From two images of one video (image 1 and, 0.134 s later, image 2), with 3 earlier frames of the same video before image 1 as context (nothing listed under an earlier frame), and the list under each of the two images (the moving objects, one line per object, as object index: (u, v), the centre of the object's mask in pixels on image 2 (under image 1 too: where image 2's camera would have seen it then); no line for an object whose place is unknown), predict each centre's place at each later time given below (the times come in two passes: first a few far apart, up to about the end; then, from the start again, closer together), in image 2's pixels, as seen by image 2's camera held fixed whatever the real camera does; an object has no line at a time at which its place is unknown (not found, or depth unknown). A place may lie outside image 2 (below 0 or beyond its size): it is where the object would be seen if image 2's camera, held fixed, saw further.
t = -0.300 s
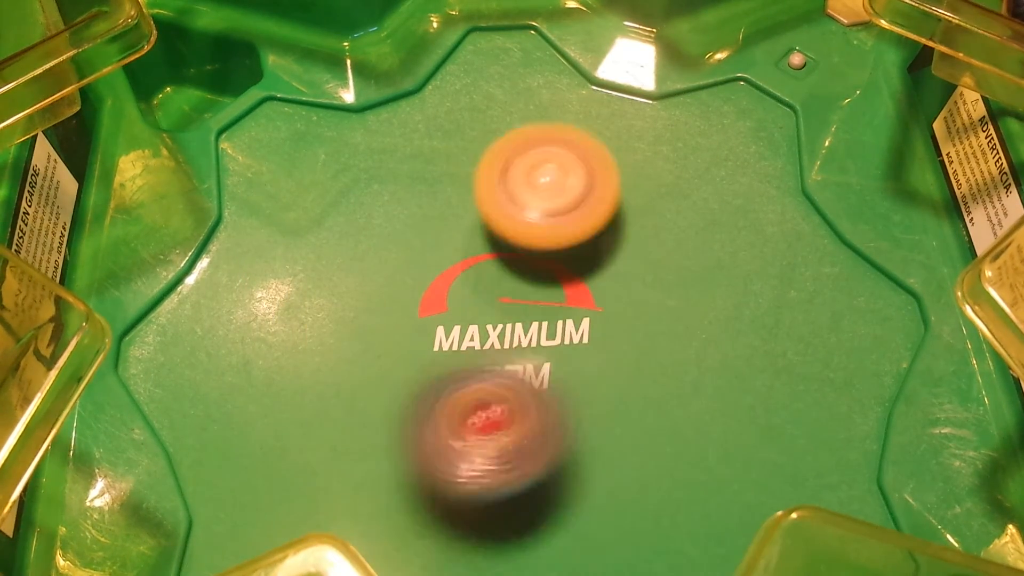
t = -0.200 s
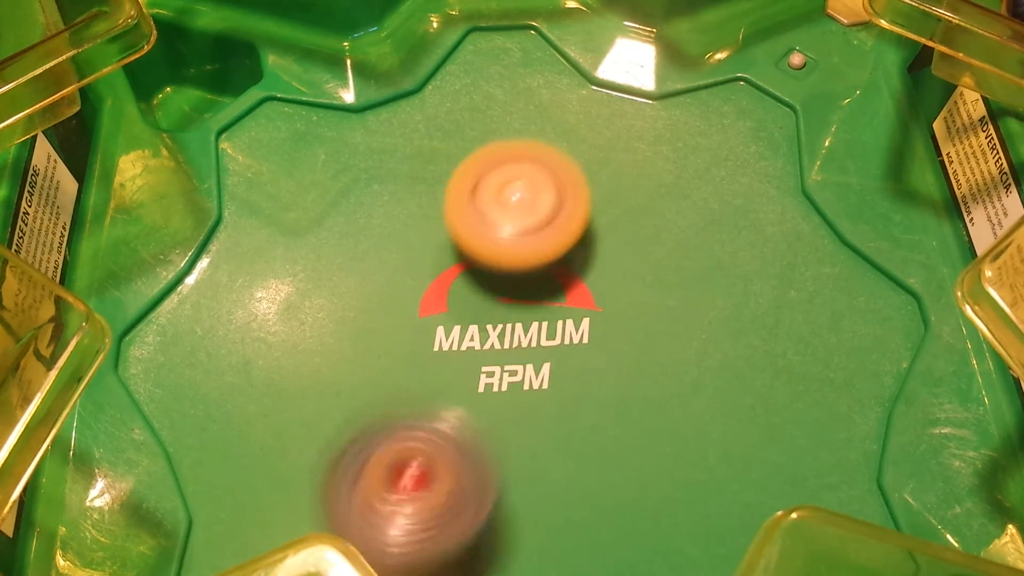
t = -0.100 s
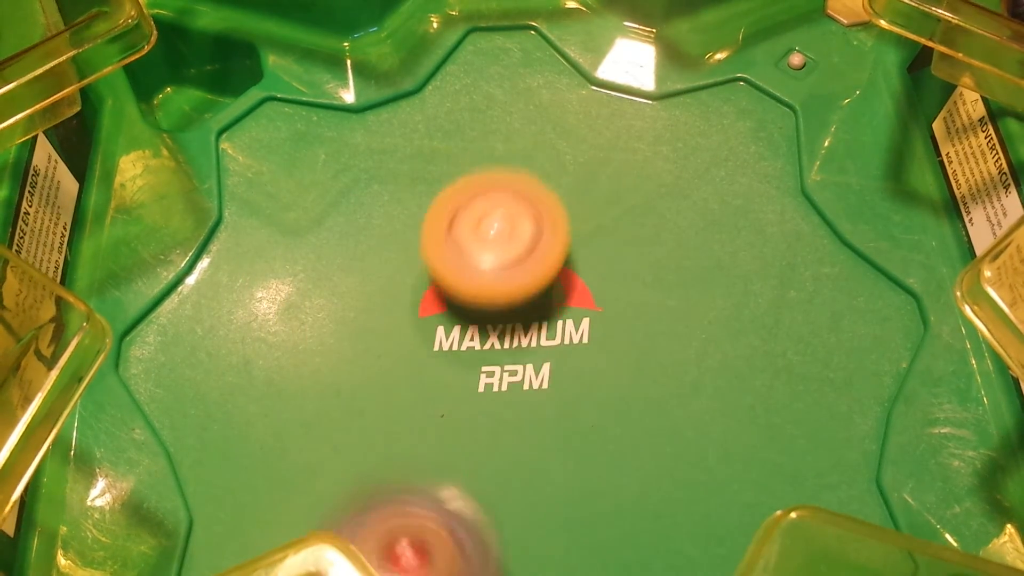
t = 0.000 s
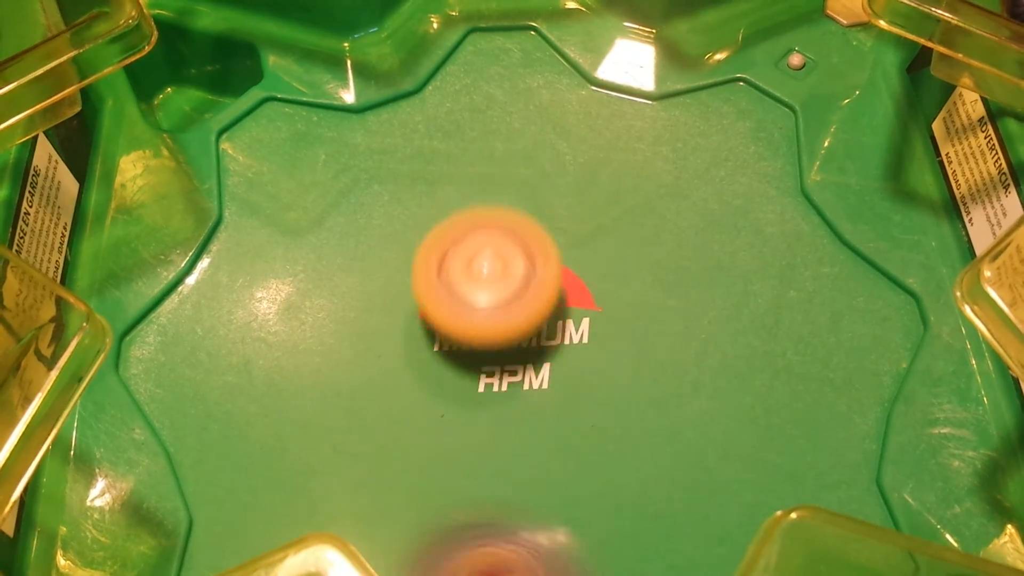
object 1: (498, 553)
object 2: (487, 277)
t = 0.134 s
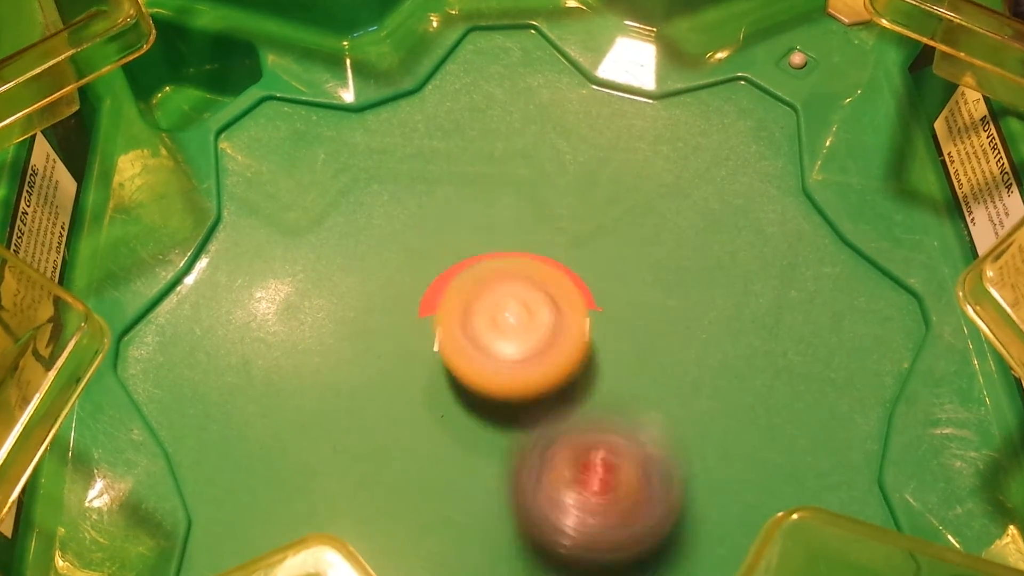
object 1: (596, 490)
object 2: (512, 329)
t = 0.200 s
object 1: (607, 459)
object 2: (512, 289)
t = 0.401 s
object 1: (514, 364)
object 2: (477, 211)
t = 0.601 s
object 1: (369, 417)
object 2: (444, 237)
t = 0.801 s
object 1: (469, 488)
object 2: (458, 278)
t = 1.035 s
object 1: (585, 379)
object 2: (508, 252)
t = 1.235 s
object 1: (581, 362)
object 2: (505, 178)
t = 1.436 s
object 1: (621, 395)
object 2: (462, 121)
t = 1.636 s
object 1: (584, 353)
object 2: (447, 145)
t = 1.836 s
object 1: (505, 411)
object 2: (473, 213)
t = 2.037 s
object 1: (551, 452)
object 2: (547, 282)
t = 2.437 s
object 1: (553, 518)
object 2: (601, 221)
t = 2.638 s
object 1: (478, 456)
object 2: (582, 314)
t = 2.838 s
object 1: (390, 490)
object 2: (574, 411)
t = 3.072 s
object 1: (196, 487)
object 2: (837, 415)
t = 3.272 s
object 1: (297, 452)
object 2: (845, 309)
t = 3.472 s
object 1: (297, 325)
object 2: (753, 259)
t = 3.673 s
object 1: (276, 202)
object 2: (625, 256)
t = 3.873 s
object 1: (287, 117)
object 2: (493, 281)
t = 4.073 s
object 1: (370, 103)
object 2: (395, 320)
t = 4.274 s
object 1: (520, 132)
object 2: (335, 359)
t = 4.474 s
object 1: (664, 147)
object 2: (343, 388)
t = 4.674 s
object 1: (776, 170)
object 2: (406, 389)
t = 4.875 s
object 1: (827, 233)
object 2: (495, 364)
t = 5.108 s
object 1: (790, 370)
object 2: (589, 312)
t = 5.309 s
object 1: (720, 489)
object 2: (642, 276)
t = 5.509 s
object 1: (621, 544)
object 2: (659, 259)
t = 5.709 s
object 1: (510, 551)
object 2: (643, 268)
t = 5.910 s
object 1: (403, 516)
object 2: (604, 303)
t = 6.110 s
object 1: (318, 429)
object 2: (548, 352)
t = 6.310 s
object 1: (284, 321)
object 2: (493, 395)
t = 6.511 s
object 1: (299, 234)
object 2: (457, 414)
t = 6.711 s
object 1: (372, 179)
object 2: (444, 405)
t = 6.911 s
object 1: (480, 151)
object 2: (455, 377)
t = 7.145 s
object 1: (610, 149)
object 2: (487, 331)
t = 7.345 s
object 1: (696, 177)
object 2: (524, 292)
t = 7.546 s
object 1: (745, 253)
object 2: (562, 270)
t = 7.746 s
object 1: (757, 356)
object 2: (588, 264)
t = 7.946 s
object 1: (725, 448)
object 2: (605, 283)
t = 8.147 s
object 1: (634, 506)
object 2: (602, 314)
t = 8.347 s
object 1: (518, 513)
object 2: (579, 351)
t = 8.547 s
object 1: (408, 484)
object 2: (545, 380)
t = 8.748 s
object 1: (325, 416)
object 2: (515, 391)
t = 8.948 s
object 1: (300, 347)
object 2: (494, 379)
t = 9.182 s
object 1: (350, 252)
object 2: (488, 363)
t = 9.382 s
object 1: (378, 163)
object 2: (506, 363)
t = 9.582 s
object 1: (453, 120)
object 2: (536, 360)
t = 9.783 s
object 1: (552, 142)
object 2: (541, 357)
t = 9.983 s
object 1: (642, 210)
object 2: (558, 365)
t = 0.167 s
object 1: (600, 464)
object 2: (517, 330)
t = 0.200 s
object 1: (607, 459)
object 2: (512, 289)
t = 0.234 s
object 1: (607, 446)
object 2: (509, 257)
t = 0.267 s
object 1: (599, 428)
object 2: (504, 233)
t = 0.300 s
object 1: (586, 410)
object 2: (499, 219)
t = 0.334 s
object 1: (568, 393)
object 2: (493, 213)
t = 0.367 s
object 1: (543, 375)
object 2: (485, 211)
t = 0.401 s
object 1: (514, 364)
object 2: (477, 211)
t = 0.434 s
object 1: (482, 353)
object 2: (469, 213)
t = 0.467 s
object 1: (453, 354)
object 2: (461, 217)
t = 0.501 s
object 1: (426, 362)
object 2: (454, 219)
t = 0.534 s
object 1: (399, 379)
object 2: (450, 224)
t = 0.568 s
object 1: (380, 398)
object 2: (446, 230)
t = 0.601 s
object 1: (369, 417)
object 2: (444, 237)
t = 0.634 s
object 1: (366, 438)
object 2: (443, 243)
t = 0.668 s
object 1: (372, 461)
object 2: (444, 248)
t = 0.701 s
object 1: (388, 476)
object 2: (445, 254)
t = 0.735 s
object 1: (411, 488)
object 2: (448, 262)
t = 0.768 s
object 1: (438, 493)
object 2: (453, 270)
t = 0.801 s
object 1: (469, 488)
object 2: (458, 278)
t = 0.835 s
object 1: (499, 475)
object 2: (465, 285)
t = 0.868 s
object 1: (524, 456)
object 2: (473, 291)
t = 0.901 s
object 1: (540, 428)
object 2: (481, 294)
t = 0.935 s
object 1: (557, 418)
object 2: (489, 280)
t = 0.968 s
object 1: (569, 406)
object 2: (497, 264)
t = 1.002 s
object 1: (578, 389)
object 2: (505, 258)
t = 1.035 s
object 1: (585, 379)
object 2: (508, 252)
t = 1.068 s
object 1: (591, 372)
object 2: (508, 238)
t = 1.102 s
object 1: (595, 361)
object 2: (510, 231)
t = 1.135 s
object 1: (595, 350)
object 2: (510, 225)
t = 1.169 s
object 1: (589, 341)
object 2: (510, 221)
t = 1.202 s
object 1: (584, 348)
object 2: (511, 206)
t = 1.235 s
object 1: (581, 362)
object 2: (505, 178)
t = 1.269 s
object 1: (583, 375)
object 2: (500, 160)
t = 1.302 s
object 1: (589, 386)
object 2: (492, 147)
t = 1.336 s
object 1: (597, 393)
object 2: (484, 137)
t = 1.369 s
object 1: (606, 397)
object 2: (476, 129)
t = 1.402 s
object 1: (614, 398)
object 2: (469, 123)
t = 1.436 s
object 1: (621, 395)
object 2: (462, 121)
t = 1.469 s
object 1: (625, 388)
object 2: (456, 121)
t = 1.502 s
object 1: (625, 380)
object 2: (451, 123)
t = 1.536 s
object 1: (622, 372)
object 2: (449, 127)
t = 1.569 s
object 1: (614, 363)
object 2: (447, 133)
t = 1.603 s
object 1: (602, 357)
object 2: (446, 139)
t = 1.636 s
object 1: (584, 353)
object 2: (447, 145)
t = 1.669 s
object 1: (563, 354)
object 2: (449, 154)
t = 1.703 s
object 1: (540, 361)
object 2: (451, 163)
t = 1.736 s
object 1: (523, 369)
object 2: (454, 174)
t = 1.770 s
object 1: (511, 384)
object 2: (459, 187)
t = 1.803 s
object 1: (505, 400)
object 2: (465, 200)
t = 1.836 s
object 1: (505, 411)
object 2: (473, 213)
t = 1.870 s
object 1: (510, 421)
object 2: (483, 228)
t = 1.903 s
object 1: (517, 430)
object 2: (493, 242)
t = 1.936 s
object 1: (527, 434)
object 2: (504, 256)
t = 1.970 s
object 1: (539, 433)
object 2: (517, 270)
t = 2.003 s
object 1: (549, 427)
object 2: (531, 284)
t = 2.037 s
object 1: (551, 452)
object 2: (547, 282)
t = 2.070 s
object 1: (541, 501)
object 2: (569, 245)
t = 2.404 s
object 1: (564, 535)
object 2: (606, 209)
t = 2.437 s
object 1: (553, 518)
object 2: (601, 221)
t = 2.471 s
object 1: (544, 502)
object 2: (596, 237)
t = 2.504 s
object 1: (537, 479)
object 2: (592, 250)
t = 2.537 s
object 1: (526, 463)
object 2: (588, 266)
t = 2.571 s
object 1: (513, 455)
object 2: (587, 281)
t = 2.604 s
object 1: (498, 453)
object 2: (584, 299)
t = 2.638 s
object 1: (478, 456)
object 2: (582, 314)
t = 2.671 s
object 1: (457, 460)
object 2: (580, 331)
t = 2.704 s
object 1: (437, 465)
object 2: (579, 348)
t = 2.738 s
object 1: (418, 471)
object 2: (576, 364)
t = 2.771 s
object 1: (405, 479)
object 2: (576, 380)
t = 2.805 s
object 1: (397, 485)
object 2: (574, 395)
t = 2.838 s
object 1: (390, 490)
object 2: (574, 411)
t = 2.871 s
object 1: (390, 496)
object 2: (572, 423)
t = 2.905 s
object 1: (396, 500)
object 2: (572, 436)
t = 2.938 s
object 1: (408, 499)
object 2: (570, 447)
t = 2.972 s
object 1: (386, 494)
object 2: (609, 451)
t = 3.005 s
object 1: (294, 489)
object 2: (697, 443)
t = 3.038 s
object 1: (229, 490)
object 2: (774, 429)
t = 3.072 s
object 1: (196, 487)
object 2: (837, 415)
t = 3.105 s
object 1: (212, 493)
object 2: (875, 400)
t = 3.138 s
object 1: (231, 491)
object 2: (888, 380)
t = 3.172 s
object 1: (251, 488)
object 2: (880, 361)
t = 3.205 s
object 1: (269, 480)
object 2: (868, 342)
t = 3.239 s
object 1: (285, 468)
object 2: (856, 322)
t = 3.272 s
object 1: (297, 452)
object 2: (845, 309)
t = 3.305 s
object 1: (305, 436)
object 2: (832, 295)
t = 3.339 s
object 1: (308, 416)
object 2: (818, 284)
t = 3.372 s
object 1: (308, 395)
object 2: (805, 277)
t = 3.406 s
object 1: (305, 371)
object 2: (789, 268)
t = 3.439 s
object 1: (300, 347)
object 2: (771, 263)
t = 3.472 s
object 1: (297, 325)
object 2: (753, 259)
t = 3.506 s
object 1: (291, 301)
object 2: (733, 255)
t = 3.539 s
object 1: (287, 280)
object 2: (713, 253)
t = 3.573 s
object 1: (284, 260)
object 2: (691, 253)
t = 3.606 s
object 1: (281, 240)
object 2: (668, 253)
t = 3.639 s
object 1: (279, 220)
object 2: (648, 254)
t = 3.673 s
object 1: (276, 202)
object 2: (625, 256)
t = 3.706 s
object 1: (277, 182)
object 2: (601, 259)
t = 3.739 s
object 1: (277, 167)
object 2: (581, 263)
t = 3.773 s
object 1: (277, 155)
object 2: (558, 265)
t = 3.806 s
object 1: (278, 141)
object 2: (536, 271)
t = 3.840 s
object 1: (281, 129)
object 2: (514, 276)
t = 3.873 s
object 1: (287, 117)
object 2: (493, 281)
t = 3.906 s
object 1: (294, 109)
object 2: (474, 288)
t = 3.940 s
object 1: (305, 104)
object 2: (456, 294)
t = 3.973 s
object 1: (317, 102)
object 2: (439, 300)
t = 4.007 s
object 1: (334, 98)
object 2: (424, 307)
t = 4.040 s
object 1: (351, 102)
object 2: (410, 313)
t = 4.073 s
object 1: (370, 103)
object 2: (395, 320)
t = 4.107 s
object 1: (394, 110)
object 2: (381, 327)
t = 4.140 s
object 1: (419, 116)
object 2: (369, 333)
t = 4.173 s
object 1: (443, 119)
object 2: (358, 340)
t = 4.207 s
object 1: (469, 127)
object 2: (348, 348)
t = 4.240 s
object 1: (495, 129)
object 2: (340, 354)
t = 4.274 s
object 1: (520, 132)
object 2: (335, 359)
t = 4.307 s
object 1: (547, 135)
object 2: (332, 366)
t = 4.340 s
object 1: (571, 138)
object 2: (331, 371)
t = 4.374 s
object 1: (595, 141)
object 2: (332, 376)
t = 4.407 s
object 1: (619, 143)
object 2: (334, 382)
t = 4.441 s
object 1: (642, 146)
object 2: (337, 385)
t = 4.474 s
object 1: (664, 147)
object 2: (343, 388)
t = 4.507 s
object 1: (687, 150)
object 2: (350, 392)
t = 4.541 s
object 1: (706, 153)
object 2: (359, 393)
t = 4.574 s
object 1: (727, 152)
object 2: (369, 393)
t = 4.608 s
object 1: (744, 160)
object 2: (380, 393)
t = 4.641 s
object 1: (760, 164)
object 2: (393, 392)
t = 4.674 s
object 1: (776, 170)
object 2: (406, 389)
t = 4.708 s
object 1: (790, 177)
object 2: (420, 387)
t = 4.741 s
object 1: (801, 186)
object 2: (434, 384)
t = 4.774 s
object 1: (811, 195)
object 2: (449, 380)
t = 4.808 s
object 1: (819, 208)
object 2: (464, 375)
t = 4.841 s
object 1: (824, 220)
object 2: (480, 371)
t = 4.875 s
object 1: (827, 233)
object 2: (495, 364)
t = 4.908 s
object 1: (827, 249)
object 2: (510, 356)
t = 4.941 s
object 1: (824, 268)
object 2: (524, 350)
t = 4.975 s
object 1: (820, 286)
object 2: (538, 343)
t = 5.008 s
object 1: (813, 309)
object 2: (554, 334)
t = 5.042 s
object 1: (807, 329)
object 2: (568, 325)
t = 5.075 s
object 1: (799, 349)
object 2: (580, 318)
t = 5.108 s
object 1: (790, 370)
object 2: (589, 312)
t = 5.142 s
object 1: (782, 391)
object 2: (598, 307)
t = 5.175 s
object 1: (774, 415)
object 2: (609, 301)
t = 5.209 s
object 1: (764, 432)
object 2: (618, 295)
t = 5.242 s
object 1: (751, 453)
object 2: (627, 288)
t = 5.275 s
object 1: (736, 471)
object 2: (636, 281)
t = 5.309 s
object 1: (720, 489)
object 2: (642, 276)
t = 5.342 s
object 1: (705, 502)
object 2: (647, 271)
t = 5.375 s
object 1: (689, 515)
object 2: (652, 266)
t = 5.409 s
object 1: (673, 524)
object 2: (655, 263)
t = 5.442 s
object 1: (659, 530)
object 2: (657, 261)
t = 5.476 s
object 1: (639, 539)
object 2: (658, 260)
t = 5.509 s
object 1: (621, 544)
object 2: (659, 259)
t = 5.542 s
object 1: (602, 548)
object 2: (659, 259)
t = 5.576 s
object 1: (582, 551)
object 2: (658, 260)
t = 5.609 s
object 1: (565, 553)
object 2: (655, 261)
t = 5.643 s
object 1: (547, 553)
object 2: (651, 262)
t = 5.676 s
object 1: (528, 552)
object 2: (647, 265)
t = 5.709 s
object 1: (510, 551)
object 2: (643, 268)
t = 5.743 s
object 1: (492, 549)
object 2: (637, 273)
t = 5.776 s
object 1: (472, 545)
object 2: (631, 278)
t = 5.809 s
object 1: (453, 540)
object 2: (625, 283)
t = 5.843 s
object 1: (438, 534)
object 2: (618, 290)
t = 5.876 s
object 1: (419, 526)
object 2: (611, 296)
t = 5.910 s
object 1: (403, 516)
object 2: (604, 303)
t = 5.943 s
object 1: (387, 505)
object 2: (596, 311)
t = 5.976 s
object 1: (370, 495)
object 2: (587, 318)
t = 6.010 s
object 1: (355, 481)
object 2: (577, 326)
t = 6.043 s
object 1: (339, 467)
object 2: (567, 335)
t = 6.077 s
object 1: (328, 448)
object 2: (558, 342)
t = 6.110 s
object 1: (318, 429)
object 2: (548, 352)
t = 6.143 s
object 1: (308, 411)
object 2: (538, 359)
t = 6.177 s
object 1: (302, 393)
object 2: (528, 366)
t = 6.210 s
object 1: (294, 375)
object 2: (519, 374)
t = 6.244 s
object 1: (288, 357)
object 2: (510, 382)
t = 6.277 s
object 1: (286, 338)
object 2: (502, 388)
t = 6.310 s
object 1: (284, 321)
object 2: (493, 395)
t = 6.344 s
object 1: (282, 305)
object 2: (486, 400)
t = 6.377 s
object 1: (283, 289)
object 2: (479, 405)
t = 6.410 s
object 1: (283, 273)
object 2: (472, 409)
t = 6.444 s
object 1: (287, 259)
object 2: (466, 412)
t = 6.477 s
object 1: (292, 246)
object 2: (461, 413)
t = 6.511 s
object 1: (299, 234)
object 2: (457, 414)
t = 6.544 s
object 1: (306, 222)
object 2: (453, 414)
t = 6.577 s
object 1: (316, 212)
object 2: (450, 414)
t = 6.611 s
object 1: (328, 203)
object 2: (447, 413)
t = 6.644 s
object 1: (342, 194)
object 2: (446, 411)
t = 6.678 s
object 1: (356, 186)
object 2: (445, 409)
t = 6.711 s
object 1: (372, 179)
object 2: (444, 405)
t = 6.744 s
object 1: (388, 174)
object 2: (445, 401)
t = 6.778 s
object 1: (405, 168)
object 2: (446, 397)
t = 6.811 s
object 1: (424, 163)
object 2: (448, 392)
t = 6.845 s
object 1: (442, 158)
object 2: (450, 388)
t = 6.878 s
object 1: (461, 154)
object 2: (452, 383)
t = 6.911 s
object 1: (480, 151)
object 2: (455, 377)
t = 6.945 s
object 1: (499, 148)
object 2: (458, 370)
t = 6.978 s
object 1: (517, 147)
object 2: (462, 364)
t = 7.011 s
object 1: (536, 145)
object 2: (466, 358)
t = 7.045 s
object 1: (556, 145)
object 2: (471, 352)
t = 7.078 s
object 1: (575, 146)
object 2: (476, 345)
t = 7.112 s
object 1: (593, 147)
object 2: (481, 337)
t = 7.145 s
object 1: (610, 149)
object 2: (487, 331)
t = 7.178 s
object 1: (625, 151)
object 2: (493, 324)
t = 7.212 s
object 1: (641, 154)
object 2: (498, 317)
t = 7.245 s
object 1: (656, 158)
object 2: (502, 310)
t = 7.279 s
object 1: (672, 163)
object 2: (509, 303)
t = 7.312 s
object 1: (685, 169)
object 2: (516, 296)
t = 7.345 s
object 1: (696, 177)
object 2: (524, 292)
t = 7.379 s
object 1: (707, 186)
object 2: (532, 287)
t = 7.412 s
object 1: (716, 198)
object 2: (538, 283)
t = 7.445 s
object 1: (725, 209)
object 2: (544, 279)
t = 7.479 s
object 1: (732, 224)
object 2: (549, 276)
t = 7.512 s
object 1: (739, 237)
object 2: (553, 273)
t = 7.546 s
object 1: (745, 253)
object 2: (562, 270)
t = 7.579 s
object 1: (749, 270)
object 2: (568, 268)
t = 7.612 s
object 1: (753, 287)
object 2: (572, 265)
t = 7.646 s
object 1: (755, 303)
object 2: (576, 264)
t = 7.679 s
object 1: (756, 320)
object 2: (580, 263)
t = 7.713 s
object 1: (757, 338)
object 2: (584, 263)
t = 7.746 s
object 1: (757, 356)
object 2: (588, 264)
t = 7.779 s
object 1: (755, 372)
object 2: (592, 265)
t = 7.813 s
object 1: (753, 390)
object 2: (597, 269)
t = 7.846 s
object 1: (749, 405)
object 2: (599, 272)
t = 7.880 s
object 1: (743, 419)
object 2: (600, 275)
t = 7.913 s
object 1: (735, 434)
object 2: (603, 279)
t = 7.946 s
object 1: (725, 448)
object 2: (605, 283)
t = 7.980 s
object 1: (715, 460)
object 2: (606, 287)
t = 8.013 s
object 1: (701, 472)
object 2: (606, 292)
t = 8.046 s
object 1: (686, 482)
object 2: (606, 297)
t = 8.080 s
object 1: (670, 490)
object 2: (606, 303)
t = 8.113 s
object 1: (653, 497)
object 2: (604, 308)
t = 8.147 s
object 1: (634, 506)
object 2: (602, 314)
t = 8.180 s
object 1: (614, 509)
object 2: (599, 320)
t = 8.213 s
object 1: (596, 508)
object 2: (596, 326)
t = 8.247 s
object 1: (575, 514)
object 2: (593, 333)
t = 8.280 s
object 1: (556, 515)
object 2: (589, 339)
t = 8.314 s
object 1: (537, 514)
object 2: (584, 345)
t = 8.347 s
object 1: (518, 513)
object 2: (579, 351)
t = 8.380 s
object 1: (498, 512)
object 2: (574, 357)
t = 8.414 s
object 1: (479, 509)
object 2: (568, 362)
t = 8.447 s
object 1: (460, 505)
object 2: (562, 368)
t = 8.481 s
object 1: (442, 499)
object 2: (557, 372)
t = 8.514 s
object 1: (425, 491)
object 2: (551, 376)
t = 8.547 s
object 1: (408, 484)
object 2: (545, 380)
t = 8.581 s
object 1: (395, 473)
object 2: (539, 384)
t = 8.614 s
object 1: (383, 463)
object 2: (533, 387)
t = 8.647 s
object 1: (370, 451)
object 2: (527, 390)
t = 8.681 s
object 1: (354, 438)
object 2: (524, 391)
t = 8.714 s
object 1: (338, 428)
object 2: (519, 391)
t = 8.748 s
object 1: (325, 416)
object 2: (515, 391)
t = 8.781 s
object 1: (314, 405)
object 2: (511, 391)
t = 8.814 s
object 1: (306, 394)
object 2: (507, 390)
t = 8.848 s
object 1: (301, 382)
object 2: (503, 388)
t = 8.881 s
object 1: (299, 370)
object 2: (500, 385)
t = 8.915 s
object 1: (298, 358)
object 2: (497, 382)
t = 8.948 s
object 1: (300, 347)
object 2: (494, 379)
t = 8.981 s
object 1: (304, 334)
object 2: (492, 375)
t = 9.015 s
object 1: (310, 322)
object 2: (490, 371)
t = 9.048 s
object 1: (317, 310)
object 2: (489, 367)
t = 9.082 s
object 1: (327, 297)
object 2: (488, 363)
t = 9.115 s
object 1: (337, 285)
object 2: (486, 359)
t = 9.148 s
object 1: (347, 273)
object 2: (484, 357)
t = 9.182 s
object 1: (350, 252)
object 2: (488, 363)
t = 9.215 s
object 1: (354, 232)
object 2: (490, 365)
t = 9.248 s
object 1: (357, 216)
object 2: (492, 364)
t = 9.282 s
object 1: (359, 200)
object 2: (494, 364)
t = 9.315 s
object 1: (364, 188)
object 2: (498, 364)
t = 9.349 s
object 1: (371, 175)
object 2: (502, 363)
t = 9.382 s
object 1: (378, 163)
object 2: (506, 363)
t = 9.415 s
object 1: (387, 152)
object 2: (512, 363)
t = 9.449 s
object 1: (399, 143)
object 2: (517, 363)
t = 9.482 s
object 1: (412, 135)
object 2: (523, 362)
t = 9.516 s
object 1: (424, 128)
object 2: (528, 361)
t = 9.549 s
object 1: (438, 123)
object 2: (534, 360)
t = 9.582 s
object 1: (453, 120)
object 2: (536, 360)
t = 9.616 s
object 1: (468, 120)
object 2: (536, 360)
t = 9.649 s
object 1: (484, 121)
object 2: (534, 361)
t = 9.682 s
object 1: (501, 123)
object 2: (532, 360)
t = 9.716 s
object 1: (518, 128)
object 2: (532, 356)
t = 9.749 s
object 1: (535, 134)
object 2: (536, 354)
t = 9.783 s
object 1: (552, 142)
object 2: (541, 357)
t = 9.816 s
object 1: (568, 152)
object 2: (544, 360)
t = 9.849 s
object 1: (585, 162)
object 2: (547, 362)
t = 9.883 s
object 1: (600, 171)
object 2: (551, 363)
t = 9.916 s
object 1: (615, 183)
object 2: (554, 364)
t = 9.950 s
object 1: (628, 196)
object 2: (557, 364)
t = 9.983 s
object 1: (642, 210)
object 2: (558, 365)
